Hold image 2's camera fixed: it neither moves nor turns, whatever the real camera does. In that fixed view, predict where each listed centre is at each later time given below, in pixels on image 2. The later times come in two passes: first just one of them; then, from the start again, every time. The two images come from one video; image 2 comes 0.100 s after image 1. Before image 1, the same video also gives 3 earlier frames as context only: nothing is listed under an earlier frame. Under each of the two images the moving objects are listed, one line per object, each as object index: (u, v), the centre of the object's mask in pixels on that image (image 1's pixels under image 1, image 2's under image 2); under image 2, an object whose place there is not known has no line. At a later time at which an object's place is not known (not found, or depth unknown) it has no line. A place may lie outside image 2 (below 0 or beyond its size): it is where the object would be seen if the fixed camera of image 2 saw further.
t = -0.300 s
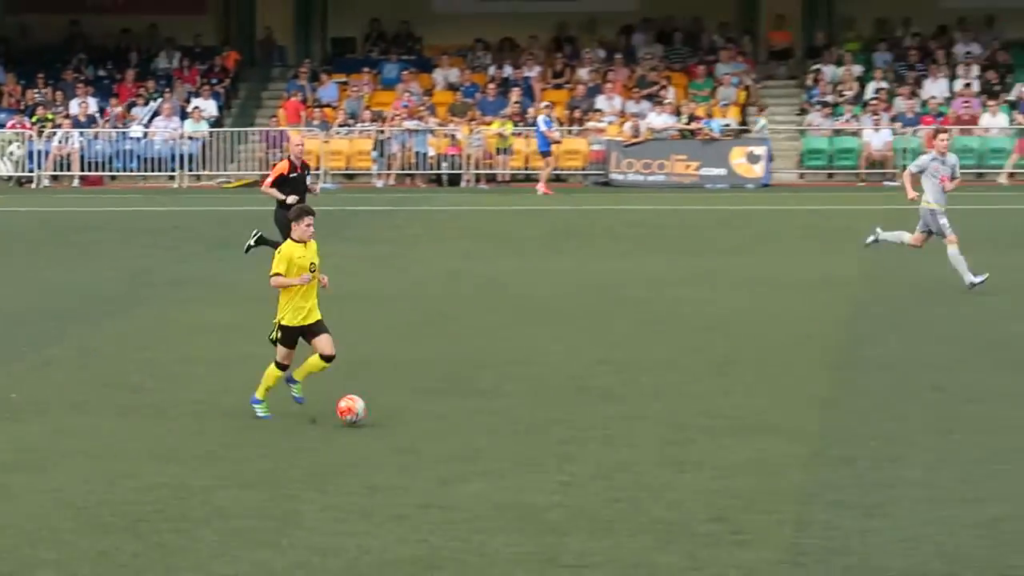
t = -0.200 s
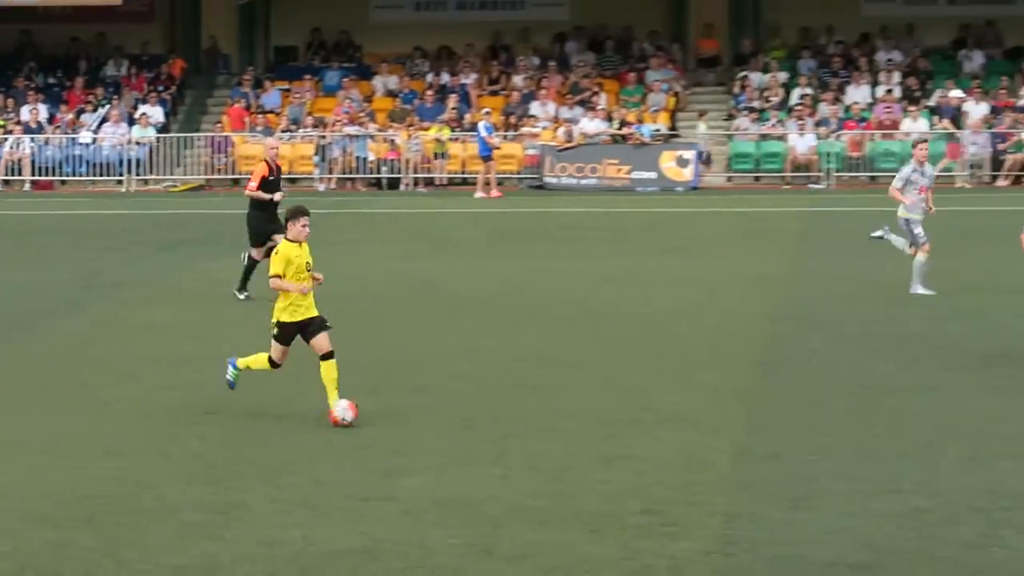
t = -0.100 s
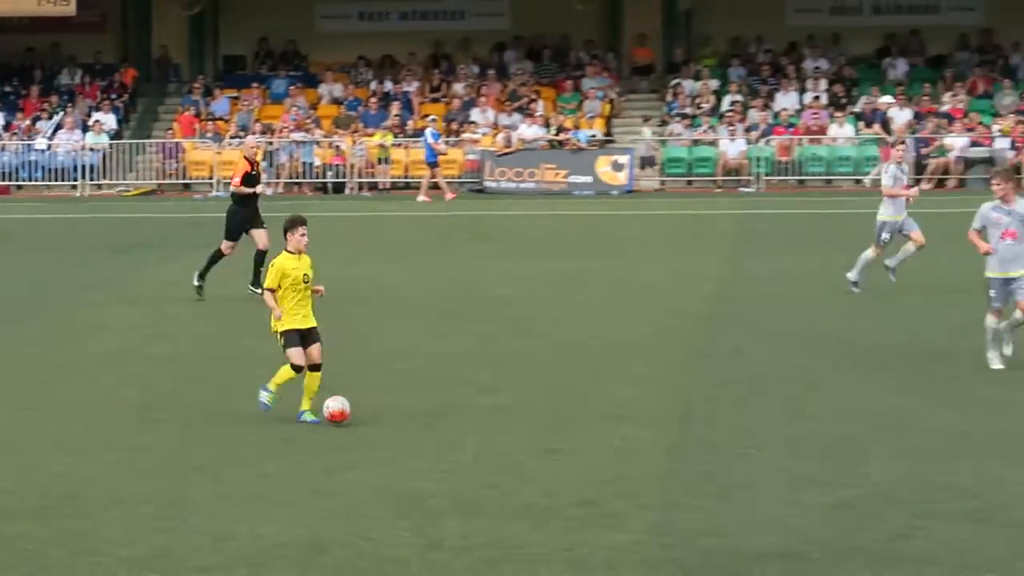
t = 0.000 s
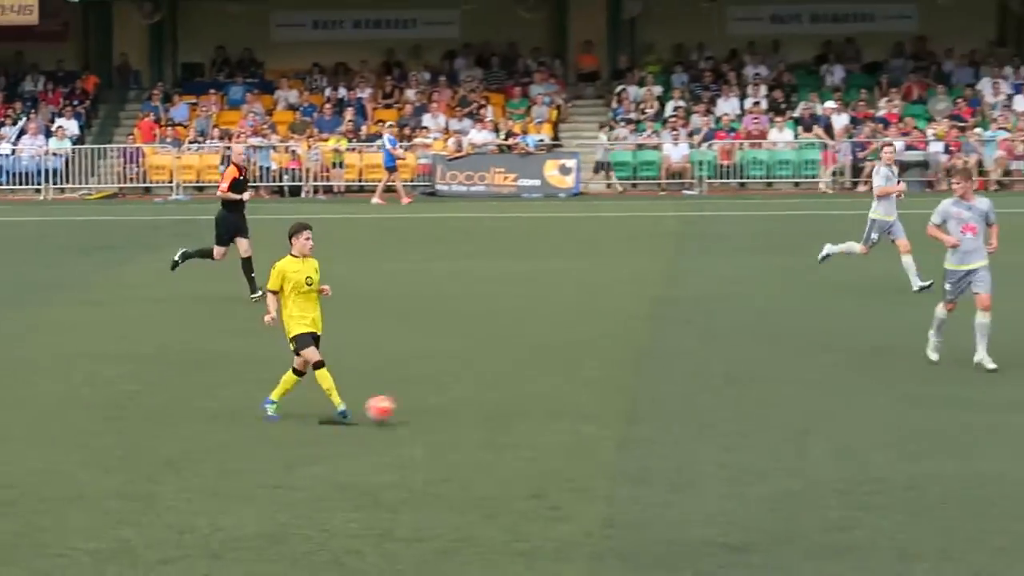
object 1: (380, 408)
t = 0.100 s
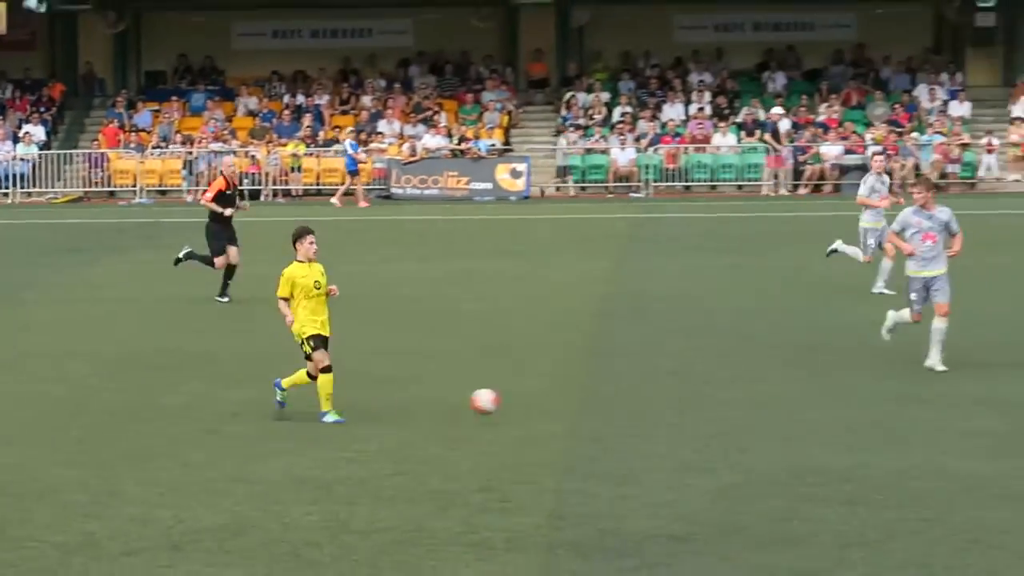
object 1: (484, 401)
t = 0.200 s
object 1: (634, 412)
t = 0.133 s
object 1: (534, 403)
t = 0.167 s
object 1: (584, 407)
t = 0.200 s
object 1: (634, 412)
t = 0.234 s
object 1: (684, 416)
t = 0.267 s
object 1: (725, 412)
